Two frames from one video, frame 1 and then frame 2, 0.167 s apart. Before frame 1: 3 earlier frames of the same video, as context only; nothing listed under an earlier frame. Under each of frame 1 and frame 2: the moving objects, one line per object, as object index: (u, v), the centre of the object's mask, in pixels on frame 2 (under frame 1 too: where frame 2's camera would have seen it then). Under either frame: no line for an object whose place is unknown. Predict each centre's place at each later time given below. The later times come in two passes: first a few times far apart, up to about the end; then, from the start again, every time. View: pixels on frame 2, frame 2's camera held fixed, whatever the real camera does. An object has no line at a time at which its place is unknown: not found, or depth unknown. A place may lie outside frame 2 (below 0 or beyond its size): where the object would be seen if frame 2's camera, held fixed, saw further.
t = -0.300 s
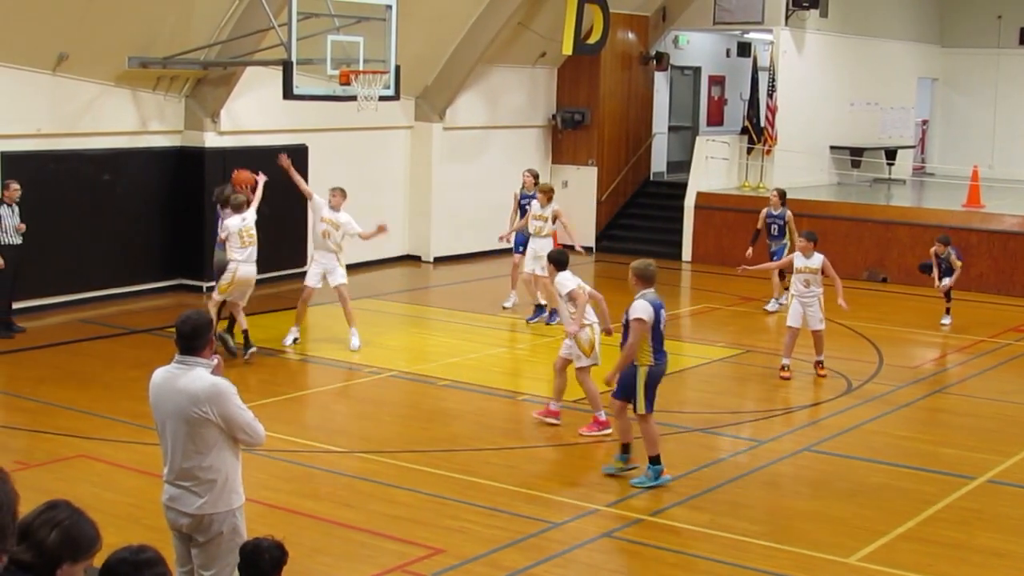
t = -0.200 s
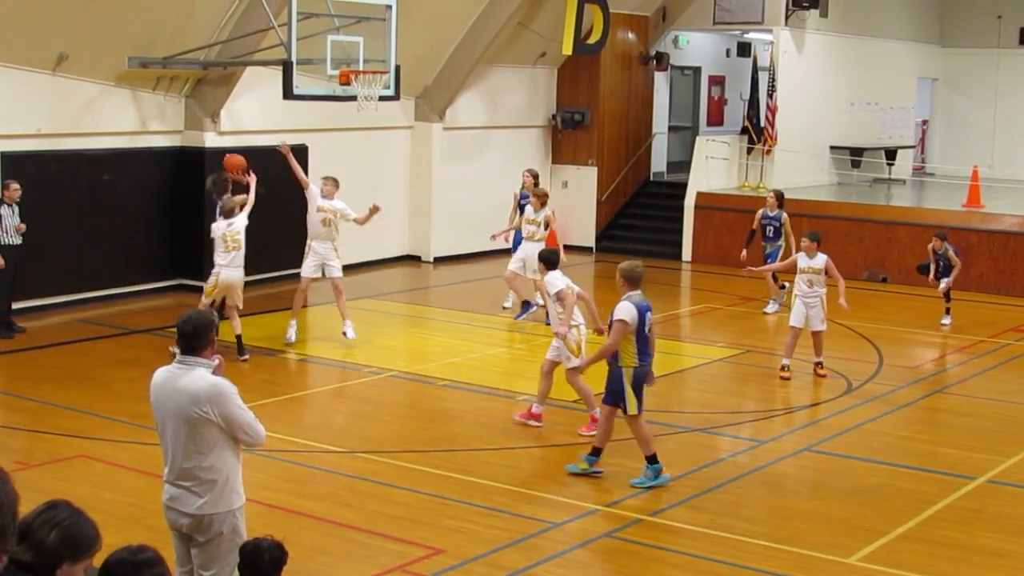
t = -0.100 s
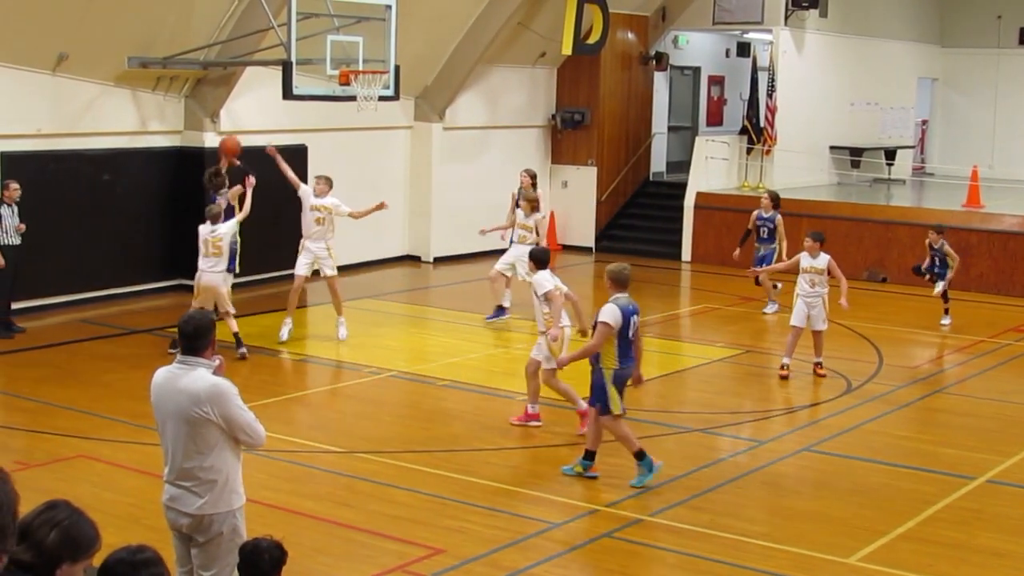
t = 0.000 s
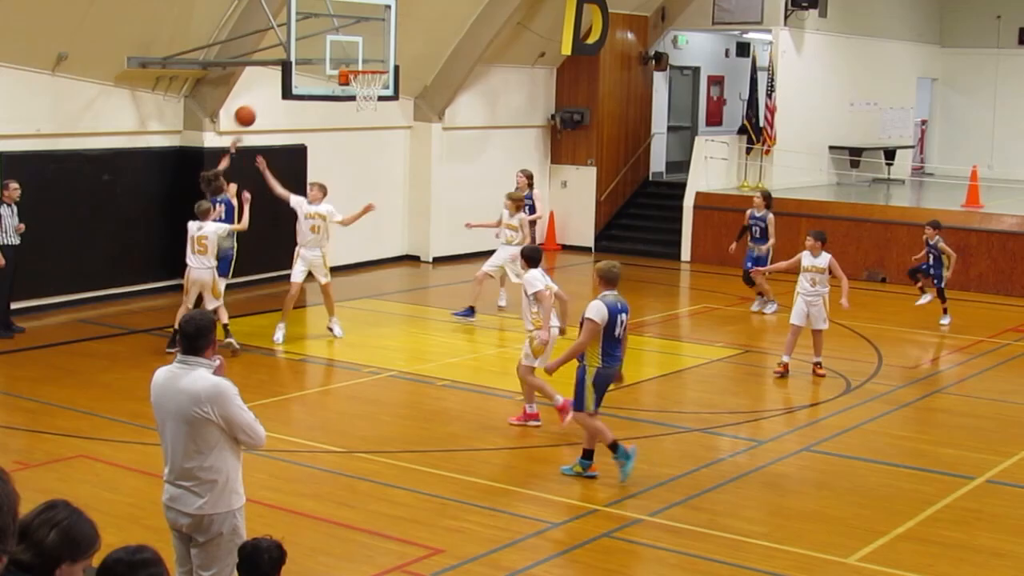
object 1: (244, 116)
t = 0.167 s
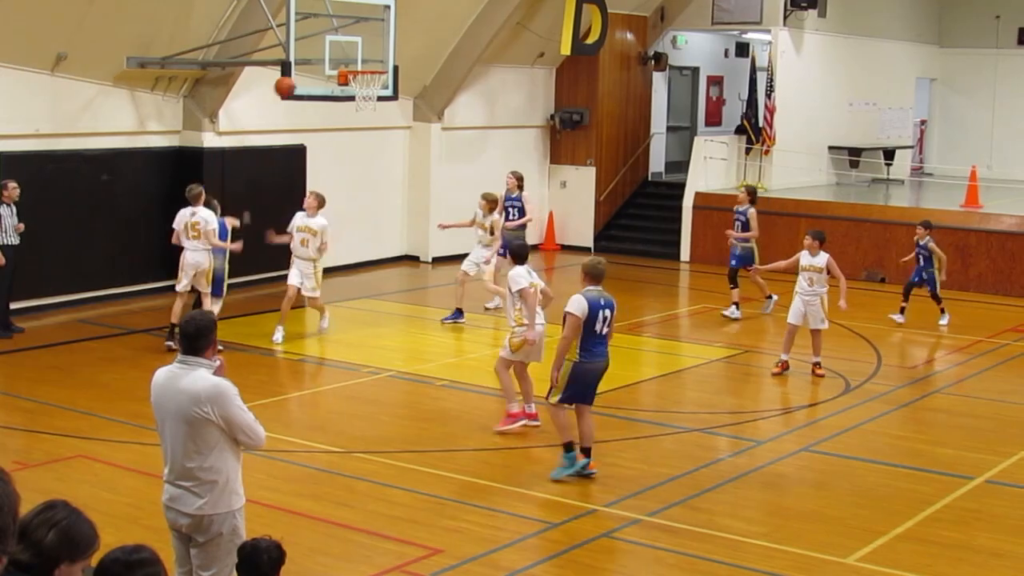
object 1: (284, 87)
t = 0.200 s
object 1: (290, 85)
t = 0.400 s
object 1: (309, 98)
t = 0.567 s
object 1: (327, 136)
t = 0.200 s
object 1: (290, 85)
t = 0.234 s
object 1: (292, 85)
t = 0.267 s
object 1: (297, 85)
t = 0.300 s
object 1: (300, 87)
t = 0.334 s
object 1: (303, 89)
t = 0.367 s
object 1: (306, 92)
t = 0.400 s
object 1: (309, 98)
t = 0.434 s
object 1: (313, 103)
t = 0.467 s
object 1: (316, 110)
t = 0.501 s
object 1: (320, 117)
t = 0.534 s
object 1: (323, 126)
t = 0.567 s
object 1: (327, 136)
